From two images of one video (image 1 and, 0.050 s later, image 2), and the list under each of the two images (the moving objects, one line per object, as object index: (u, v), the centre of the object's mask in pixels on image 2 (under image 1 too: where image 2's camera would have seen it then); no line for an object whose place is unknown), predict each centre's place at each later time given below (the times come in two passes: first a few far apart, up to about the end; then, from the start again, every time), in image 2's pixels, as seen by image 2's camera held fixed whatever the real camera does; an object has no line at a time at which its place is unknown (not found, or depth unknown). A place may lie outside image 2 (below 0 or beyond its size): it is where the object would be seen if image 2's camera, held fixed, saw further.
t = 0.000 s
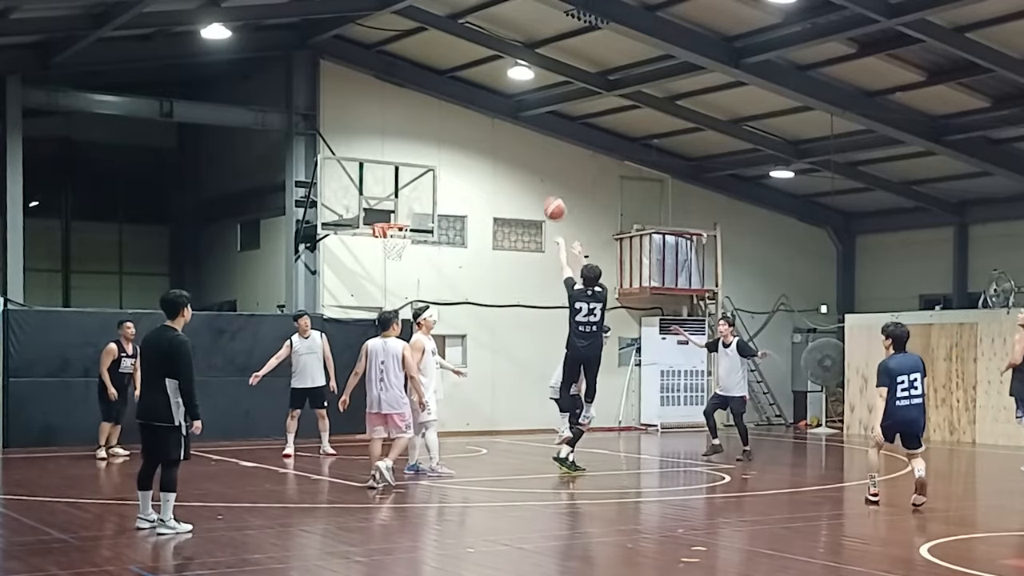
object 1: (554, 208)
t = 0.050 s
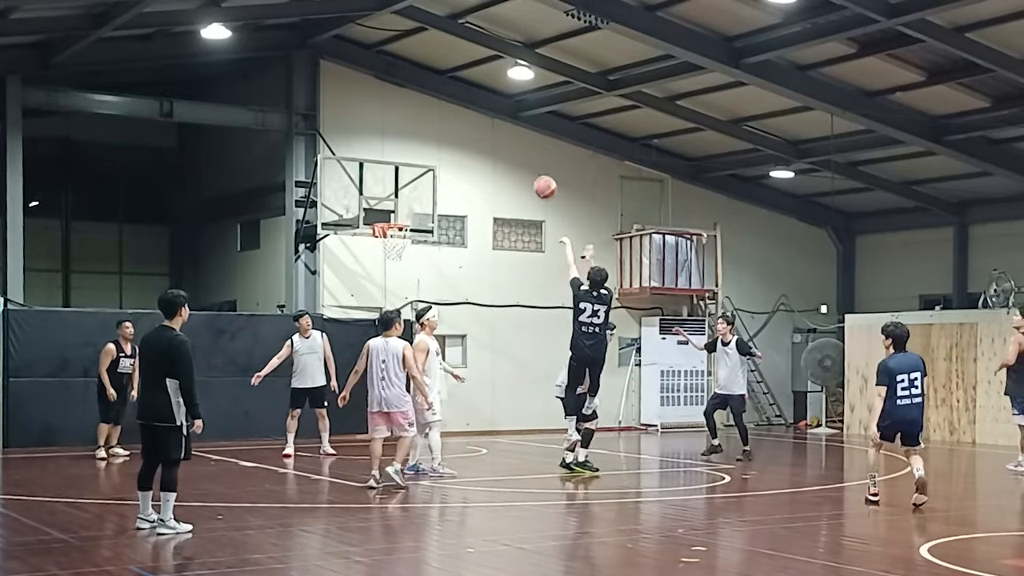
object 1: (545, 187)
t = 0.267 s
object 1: (507, 125)
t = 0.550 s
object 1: (462, 107)
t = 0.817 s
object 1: (425, 147)
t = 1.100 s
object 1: (389, 239)
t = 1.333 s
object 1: (375, 283)
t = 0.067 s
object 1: (541, 181)
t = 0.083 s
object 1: (538, 174)
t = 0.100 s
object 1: (535, 168)
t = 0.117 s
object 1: (531, 163)
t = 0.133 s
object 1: (528, 157)
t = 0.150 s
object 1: (525, 152)
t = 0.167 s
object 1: (523, 148)
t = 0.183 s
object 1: (520, 143)
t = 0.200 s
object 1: (518, 138)
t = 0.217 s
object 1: (515, 134)
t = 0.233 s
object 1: (512, 131)
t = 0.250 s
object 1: (510, 128)
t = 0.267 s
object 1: (507, 125)
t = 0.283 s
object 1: (503, 121)
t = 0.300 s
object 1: (501, 119)
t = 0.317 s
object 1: (498, 116)
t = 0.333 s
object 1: (496, 114)
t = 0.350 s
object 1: (493, 112)
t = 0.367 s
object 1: (490, 111)
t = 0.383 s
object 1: (488, 109)
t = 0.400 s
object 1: (485, 108)
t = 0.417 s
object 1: (482, 107)
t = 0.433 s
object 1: (479, 106)
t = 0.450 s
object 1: (477, 106)
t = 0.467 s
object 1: (474, 105)
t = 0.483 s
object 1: (472, 105)
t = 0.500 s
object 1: (469, 105)
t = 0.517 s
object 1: (467, 105)
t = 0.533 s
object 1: (464, 106)
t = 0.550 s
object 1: (462, 107)
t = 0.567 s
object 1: (460, 108)
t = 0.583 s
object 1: (457, 110)
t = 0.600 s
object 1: (455, 110)
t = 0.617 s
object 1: (452, 112)
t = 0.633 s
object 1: (450, 114)
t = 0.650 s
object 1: (447, 116)
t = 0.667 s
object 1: (445, 118)
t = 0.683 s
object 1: (443, 121)
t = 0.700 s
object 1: (441, 123)
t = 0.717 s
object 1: (438, 126)
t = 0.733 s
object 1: (436, 129)
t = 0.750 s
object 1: (433, 132)
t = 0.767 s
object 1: (431, 136)
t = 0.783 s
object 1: (428, 139)
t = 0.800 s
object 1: (426, 143)
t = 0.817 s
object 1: (425, 147)
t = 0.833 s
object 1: (422, 151)
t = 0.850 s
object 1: (419, 155)
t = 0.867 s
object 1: (417, 160)
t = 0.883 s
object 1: (415, 165)
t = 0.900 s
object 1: (413, 169)
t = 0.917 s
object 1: (410, 175)
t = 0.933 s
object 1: (408, 180)
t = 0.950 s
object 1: (406, 185)
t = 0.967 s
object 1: (404, 191)
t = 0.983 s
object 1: (403, 197)
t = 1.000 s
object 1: (400, 201)
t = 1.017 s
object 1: (398, 208)
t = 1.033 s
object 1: (396, 214)
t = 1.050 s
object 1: (393, 218)
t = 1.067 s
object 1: (391, 220)
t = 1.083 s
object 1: (390, 233)
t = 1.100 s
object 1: (389, 239)
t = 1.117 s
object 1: (386, 245)
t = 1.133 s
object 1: (385, 248)
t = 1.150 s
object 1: (384, 247)
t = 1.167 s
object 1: (384, 251)
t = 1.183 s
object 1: (383, 254)
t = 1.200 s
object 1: (382, 256)
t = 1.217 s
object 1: (381, 259)
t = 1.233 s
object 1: (380, 262)
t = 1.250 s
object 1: (379, 264)
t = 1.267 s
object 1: (379, 267)
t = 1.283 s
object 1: (378, 271)
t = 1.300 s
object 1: (377, 275)
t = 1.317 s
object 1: (376, 279)
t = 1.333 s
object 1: (375, 283)
